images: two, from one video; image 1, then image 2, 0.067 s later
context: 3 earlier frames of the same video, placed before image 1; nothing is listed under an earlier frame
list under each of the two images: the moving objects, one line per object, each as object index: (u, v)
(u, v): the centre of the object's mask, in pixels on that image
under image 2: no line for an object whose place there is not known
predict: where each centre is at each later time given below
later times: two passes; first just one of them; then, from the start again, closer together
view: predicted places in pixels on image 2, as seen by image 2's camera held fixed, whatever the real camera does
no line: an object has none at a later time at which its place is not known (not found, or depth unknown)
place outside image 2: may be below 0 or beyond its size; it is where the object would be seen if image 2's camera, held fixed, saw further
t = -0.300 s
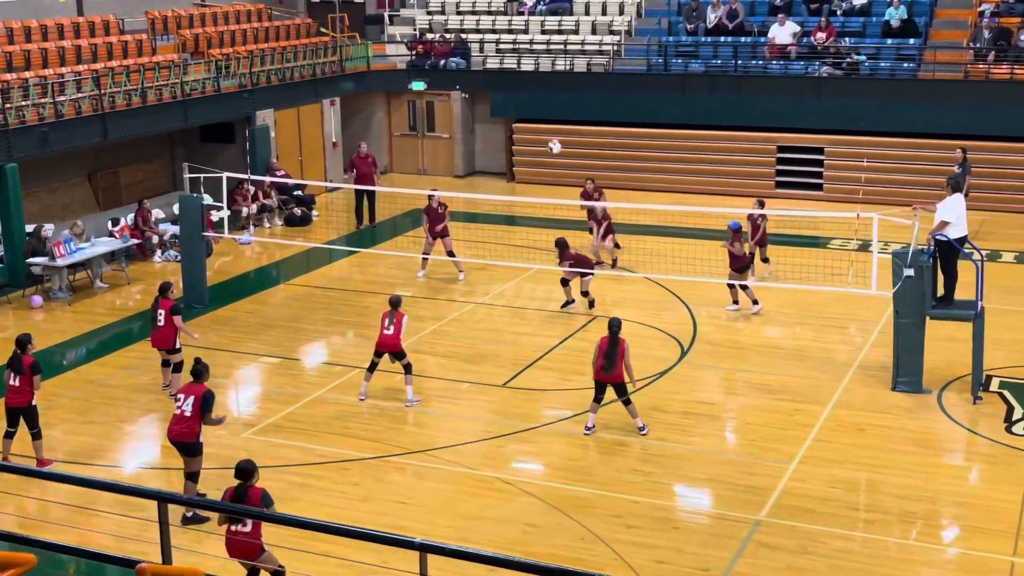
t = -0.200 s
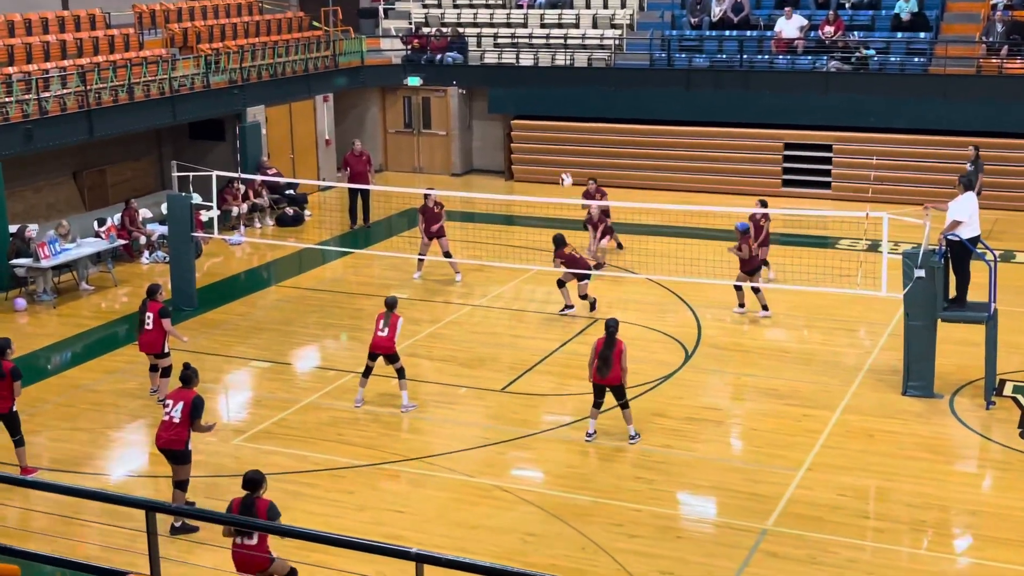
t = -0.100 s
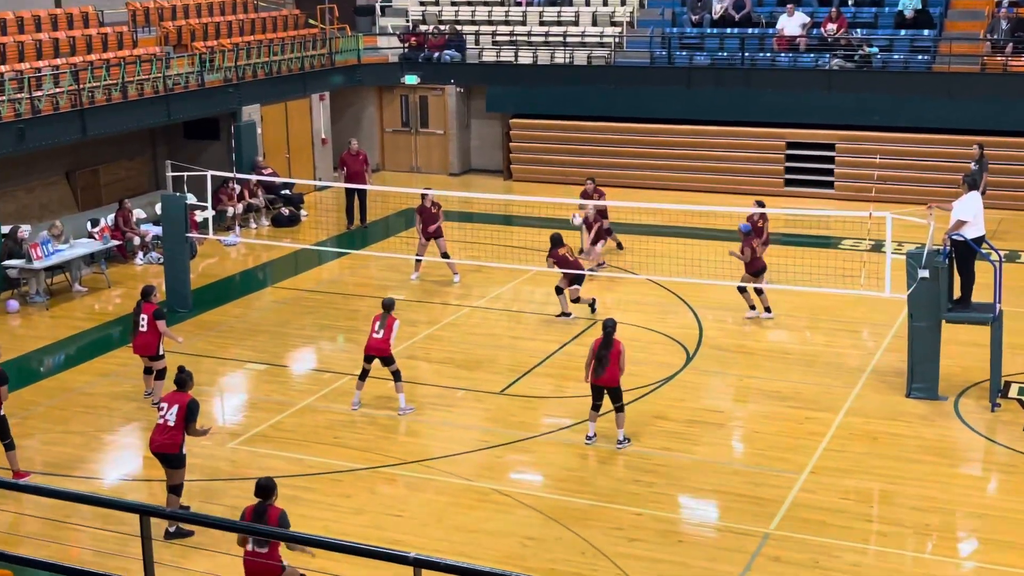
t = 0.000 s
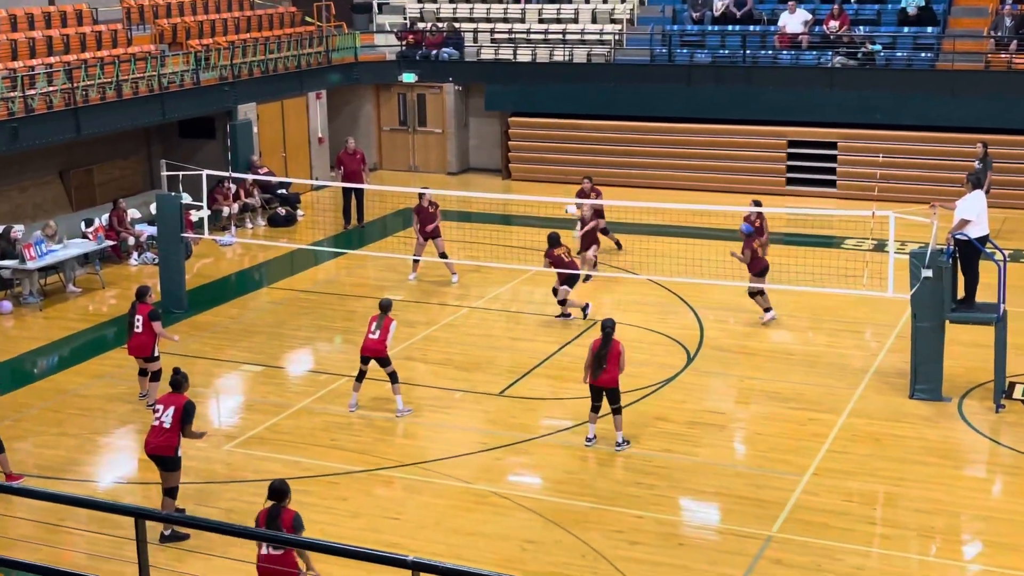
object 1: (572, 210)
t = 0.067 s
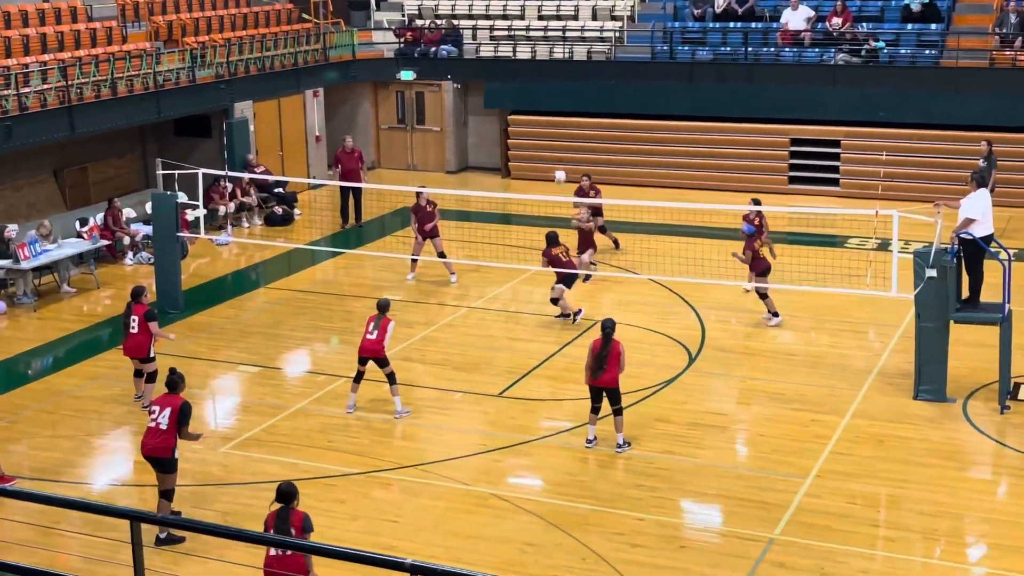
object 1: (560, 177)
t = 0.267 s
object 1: (521, 89)
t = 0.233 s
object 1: (528, 104)
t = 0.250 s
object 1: (525, 97)
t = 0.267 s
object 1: (521, 89)
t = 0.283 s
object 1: (518, 83)
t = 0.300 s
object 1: (514, 77)
